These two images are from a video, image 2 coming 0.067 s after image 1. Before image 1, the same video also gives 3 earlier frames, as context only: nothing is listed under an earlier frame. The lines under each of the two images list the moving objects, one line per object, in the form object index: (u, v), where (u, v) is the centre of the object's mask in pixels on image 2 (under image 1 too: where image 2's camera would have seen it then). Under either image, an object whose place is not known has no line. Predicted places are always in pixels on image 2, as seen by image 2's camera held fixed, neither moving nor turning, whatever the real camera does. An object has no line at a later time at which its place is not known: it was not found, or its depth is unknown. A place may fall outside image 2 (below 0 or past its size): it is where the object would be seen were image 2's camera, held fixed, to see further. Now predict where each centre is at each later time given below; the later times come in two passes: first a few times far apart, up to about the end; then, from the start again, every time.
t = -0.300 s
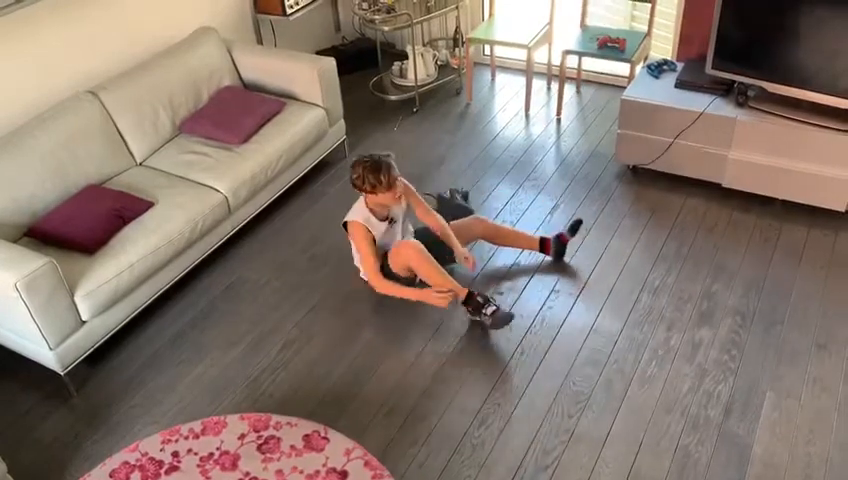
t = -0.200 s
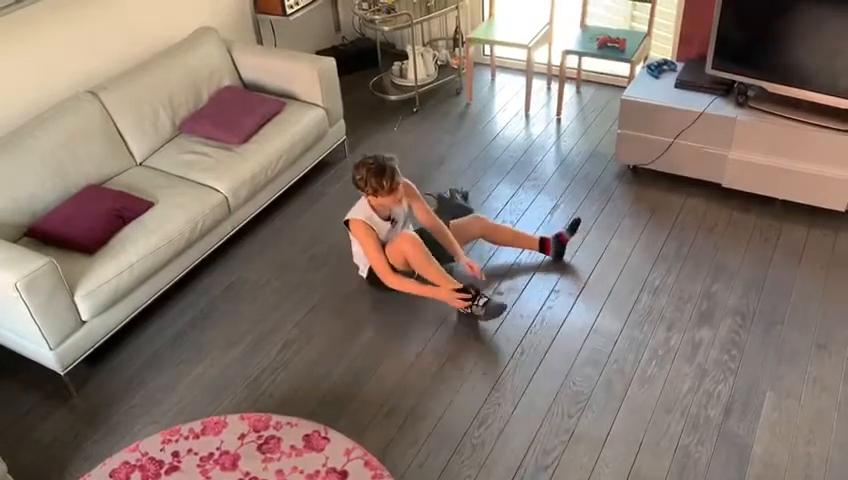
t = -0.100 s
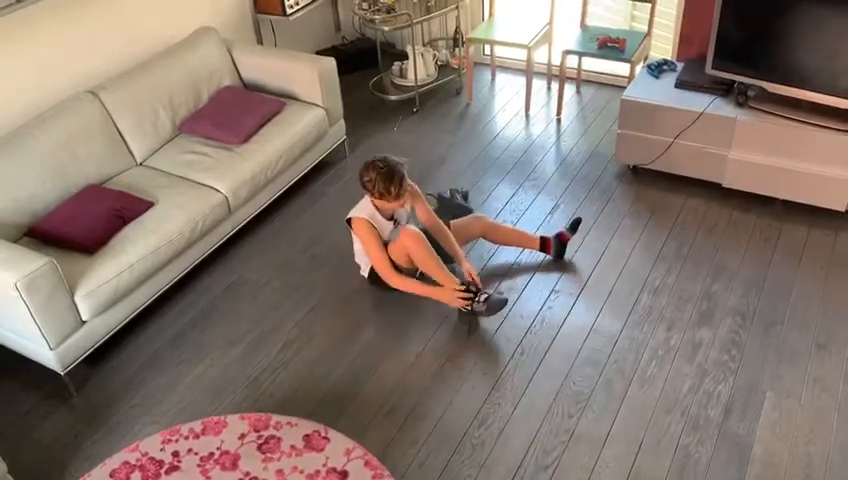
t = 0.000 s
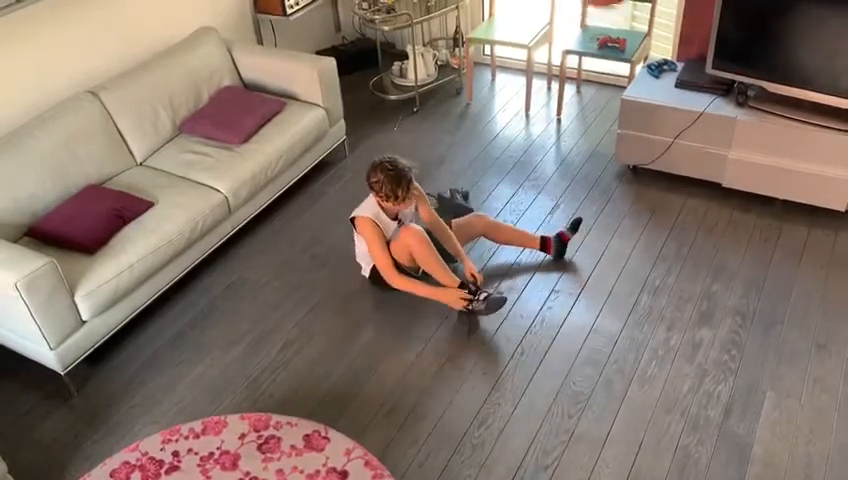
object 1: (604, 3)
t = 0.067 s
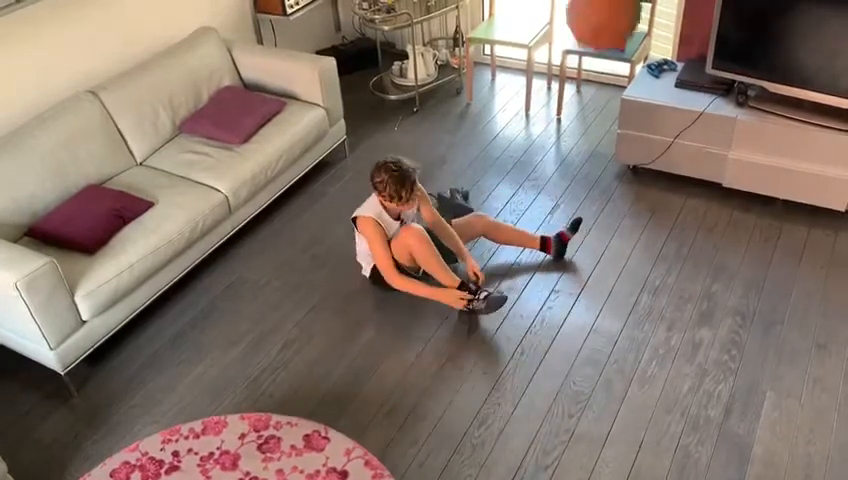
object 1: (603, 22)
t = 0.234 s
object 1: (594, 159)
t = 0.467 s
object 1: (591, 252)
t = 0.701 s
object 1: (620, 116)
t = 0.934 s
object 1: (639, 97)
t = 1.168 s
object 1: (640, 216)
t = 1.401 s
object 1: (643, 296)
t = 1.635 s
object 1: (670, 200)
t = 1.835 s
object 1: (679, 210)
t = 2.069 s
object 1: (670, 329)
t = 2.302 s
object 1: (685, 267)
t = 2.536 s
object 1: (690, 253)
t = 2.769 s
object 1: (673, 348)
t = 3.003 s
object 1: (684, 273)
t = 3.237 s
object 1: (677, 296)
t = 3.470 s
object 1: (672, 298)
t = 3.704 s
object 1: (668, 287)
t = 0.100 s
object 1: (602, 38)
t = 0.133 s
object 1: (599, 67)
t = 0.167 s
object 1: (597, 97)
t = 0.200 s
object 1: (596, 127)
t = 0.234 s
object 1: (594, 159)
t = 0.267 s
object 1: (591, 189)
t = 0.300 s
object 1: (589, 223)
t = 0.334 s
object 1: (586, 257)
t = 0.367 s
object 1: (584, 289)
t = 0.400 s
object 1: (583, 300)
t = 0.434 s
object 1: (588, 276)
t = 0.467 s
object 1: (591, 252)
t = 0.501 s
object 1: (595, 226)
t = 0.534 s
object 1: (599, 204)
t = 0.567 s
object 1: (604, 183)
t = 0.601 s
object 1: (607, 163)
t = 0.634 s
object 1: (613, 146)
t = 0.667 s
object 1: (616, 130)
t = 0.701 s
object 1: (620, 116)
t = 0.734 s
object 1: (623, 105)
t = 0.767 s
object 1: (626, 96)
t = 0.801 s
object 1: (630, 90)
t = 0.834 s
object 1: (633, 87)
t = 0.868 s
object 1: (635, 87)
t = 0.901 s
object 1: (637, 91)
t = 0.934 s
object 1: (639, 97)
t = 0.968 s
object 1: (640, 107)
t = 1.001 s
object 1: (642, 120)
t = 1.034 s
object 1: (642, 135)
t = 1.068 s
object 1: (643, 152)
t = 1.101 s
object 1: (642, 171)
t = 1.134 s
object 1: (641, 193)
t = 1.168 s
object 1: (640, 216)
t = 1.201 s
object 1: (639, 241)
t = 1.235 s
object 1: (638, 270)
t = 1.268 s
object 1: (637, 295)
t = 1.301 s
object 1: (635, 324)
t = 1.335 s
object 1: (634, 339)
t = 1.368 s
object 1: (639, 317)
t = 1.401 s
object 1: (643, 296)
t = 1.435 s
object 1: (648, 277)
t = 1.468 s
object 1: (652, 259)
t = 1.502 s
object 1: (656, 243)
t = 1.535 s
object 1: (660, 228)
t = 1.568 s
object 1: (664, 216)
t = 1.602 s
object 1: (667, 207)
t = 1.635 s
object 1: (670, 200)
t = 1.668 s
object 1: (672, 195)
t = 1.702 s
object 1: (675, 193)
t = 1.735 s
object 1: (676, 193)
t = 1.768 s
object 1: (677, 196)
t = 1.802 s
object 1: (678, 202)
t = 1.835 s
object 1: (679, 210)
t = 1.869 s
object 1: (679, 220)
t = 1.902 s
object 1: (678, 233)
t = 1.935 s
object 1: (677, 250)
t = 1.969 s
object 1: (676, 267)
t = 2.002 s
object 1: (674, 287)
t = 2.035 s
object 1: (672, 307)
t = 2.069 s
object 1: (670, 329)
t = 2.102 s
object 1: (668, 353)
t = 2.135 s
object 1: (670, 341)
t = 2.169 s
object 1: (673, 323)
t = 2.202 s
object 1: (676, 306)
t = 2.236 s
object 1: (680, 292)
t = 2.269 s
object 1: (683, 278)
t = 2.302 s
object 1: (685, 267)
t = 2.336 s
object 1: (687, 258)
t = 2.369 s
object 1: (688, 251)
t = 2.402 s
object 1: (690, 247)
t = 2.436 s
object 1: (691, 245)
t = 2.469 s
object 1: (691, 246)
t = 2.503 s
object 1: (690, 248)
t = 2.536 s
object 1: (690, 253)
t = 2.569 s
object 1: (688, 261)
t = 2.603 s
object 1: (687, 271)
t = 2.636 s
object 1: (685, 283)
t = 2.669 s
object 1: (682, 297)
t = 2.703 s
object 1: (680, 312)
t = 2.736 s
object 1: (676, 330)
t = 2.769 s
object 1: (673, 348)
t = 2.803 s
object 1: (674, 337)
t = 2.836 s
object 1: (677, 321)
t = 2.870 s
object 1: (679, 308)
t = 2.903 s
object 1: (681, 296)
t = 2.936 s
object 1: (683, 286)
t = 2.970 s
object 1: (684, 278)
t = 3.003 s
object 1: (684, 273)
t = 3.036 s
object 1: (684, 270)
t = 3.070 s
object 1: (684, 269)
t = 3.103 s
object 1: (684, 270)
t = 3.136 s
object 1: (683, 273)
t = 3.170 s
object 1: (682, 278)
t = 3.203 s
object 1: (679, 286)
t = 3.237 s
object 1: (677, 296)
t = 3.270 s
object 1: (674, 308)
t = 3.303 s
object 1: (672, 322)
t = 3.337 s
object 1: (668, 338)
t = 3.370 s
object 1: (668, 334)
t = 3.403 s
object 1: (670, 319)
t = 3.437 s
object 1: (671, 307)
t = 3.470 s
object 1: (672, 298)
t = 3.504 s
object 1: (672, 290)
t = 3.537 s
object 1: (672, 284)
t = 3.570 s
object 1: (672, 280)
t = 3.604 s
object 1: (672, 279)
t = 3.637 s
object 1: (671, 279)
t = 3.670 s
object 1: (670, 282)
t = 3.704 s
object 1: (668, 287)
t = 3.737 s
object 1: (666, 294)
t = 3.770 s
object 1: (663, 303)
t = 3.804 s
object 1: (661, 313)
